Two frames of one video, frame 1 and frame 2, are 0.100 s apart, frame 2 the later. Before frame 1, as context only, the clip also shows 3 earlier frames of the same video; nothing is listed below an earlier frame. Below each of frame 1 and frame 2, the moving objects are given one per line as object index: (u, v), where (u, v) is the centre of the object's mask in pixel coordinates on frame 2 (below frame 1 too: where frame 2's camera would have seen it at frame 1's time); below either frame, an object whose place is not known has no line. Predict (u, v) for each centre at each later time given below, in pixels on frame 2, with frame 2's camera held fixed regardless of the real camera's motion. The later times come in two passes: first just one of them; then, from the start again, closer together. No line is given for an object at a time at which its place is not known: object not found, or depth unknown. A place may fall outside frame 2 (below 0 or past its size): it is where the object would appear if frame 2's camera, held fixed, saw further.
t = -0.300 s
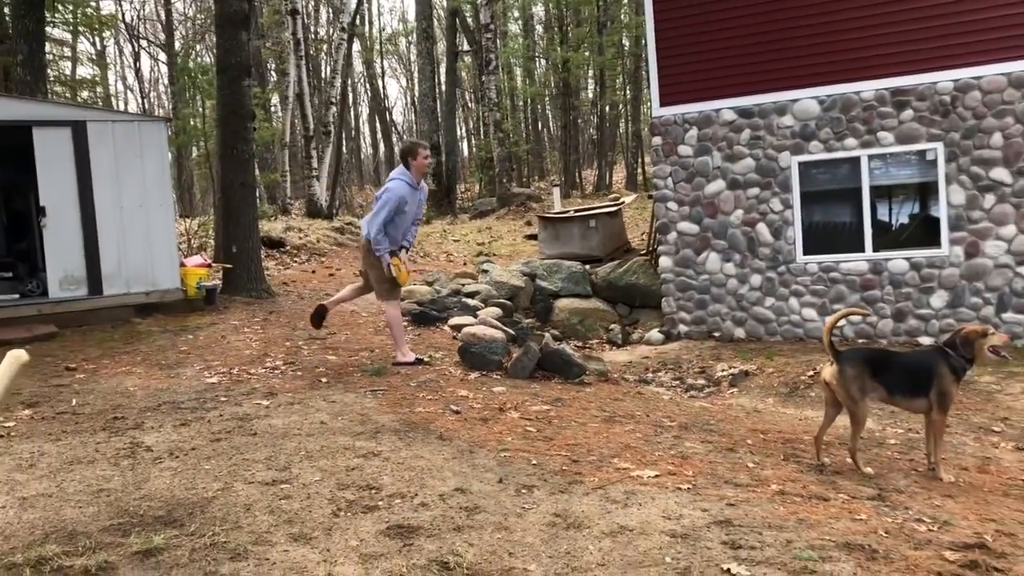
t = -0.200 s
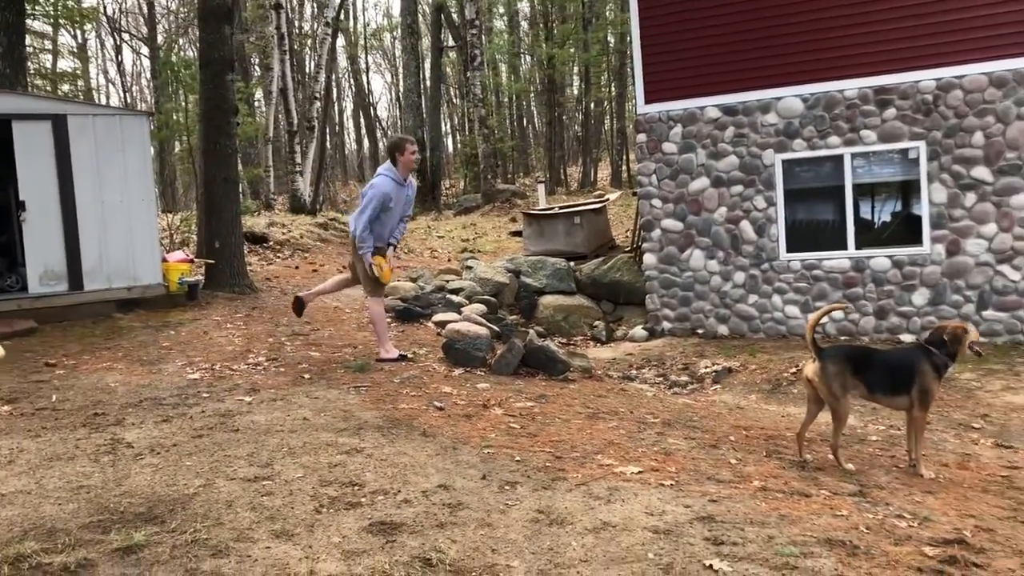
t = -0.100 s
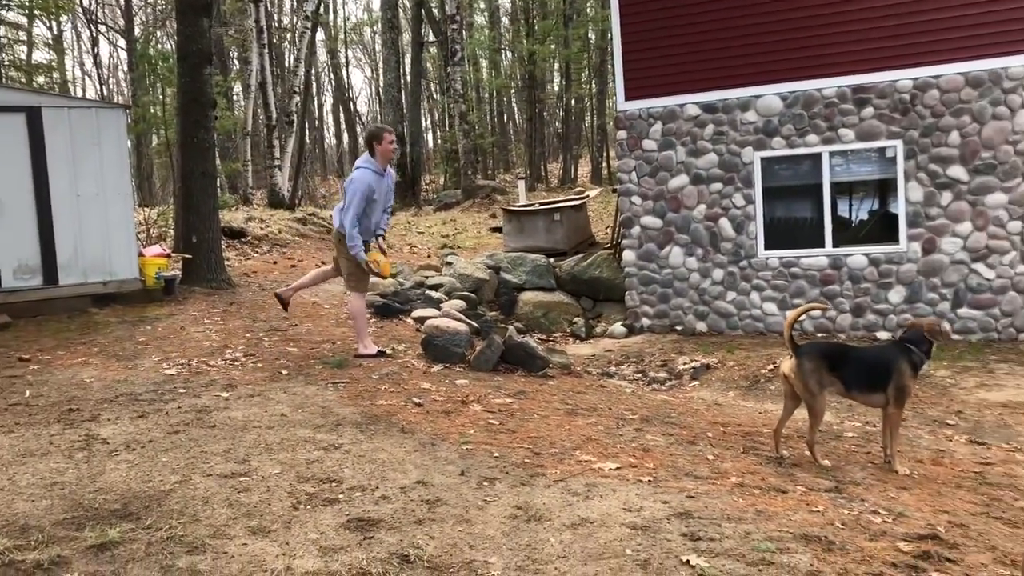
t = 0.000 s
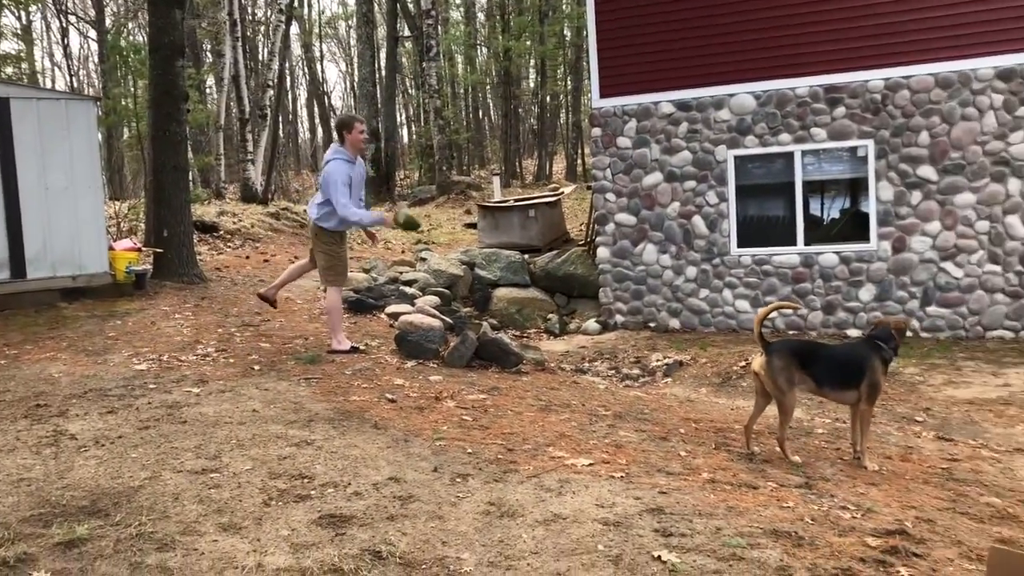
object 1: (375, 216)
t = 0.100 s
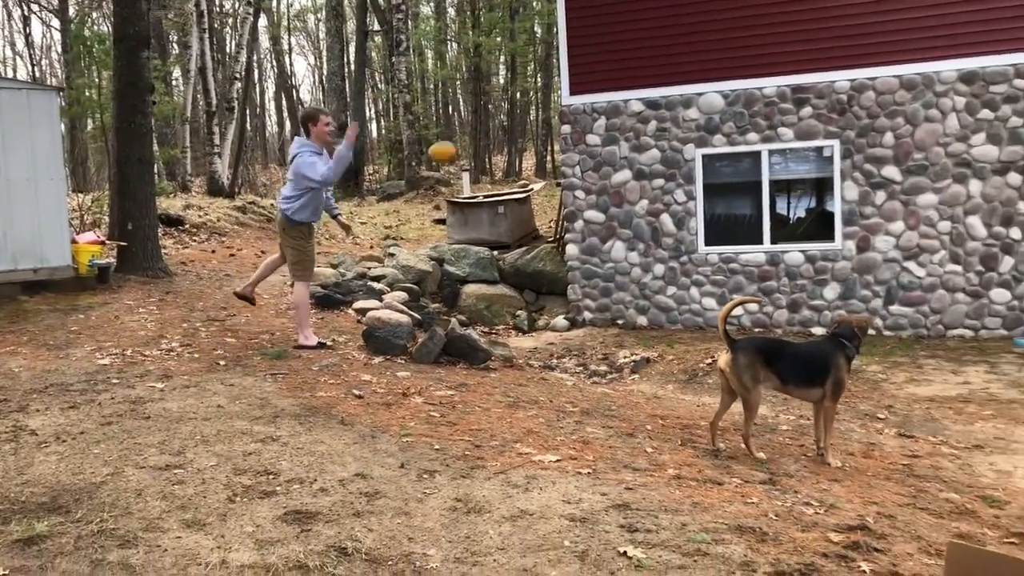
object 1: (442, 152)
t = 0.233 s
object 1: (540, 85)
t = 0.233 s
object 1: (540, 85)
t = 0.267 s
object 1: (568, 71)
